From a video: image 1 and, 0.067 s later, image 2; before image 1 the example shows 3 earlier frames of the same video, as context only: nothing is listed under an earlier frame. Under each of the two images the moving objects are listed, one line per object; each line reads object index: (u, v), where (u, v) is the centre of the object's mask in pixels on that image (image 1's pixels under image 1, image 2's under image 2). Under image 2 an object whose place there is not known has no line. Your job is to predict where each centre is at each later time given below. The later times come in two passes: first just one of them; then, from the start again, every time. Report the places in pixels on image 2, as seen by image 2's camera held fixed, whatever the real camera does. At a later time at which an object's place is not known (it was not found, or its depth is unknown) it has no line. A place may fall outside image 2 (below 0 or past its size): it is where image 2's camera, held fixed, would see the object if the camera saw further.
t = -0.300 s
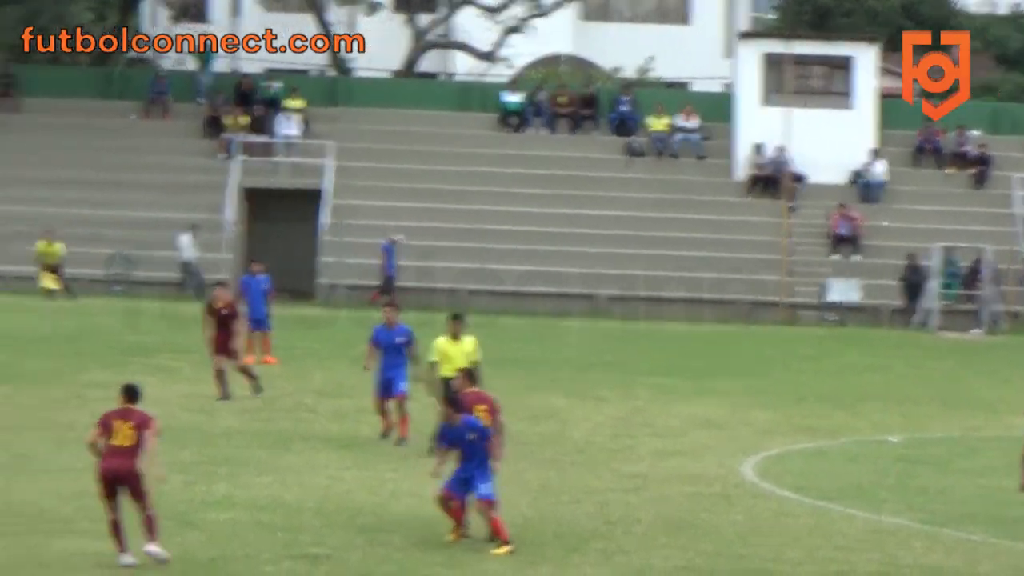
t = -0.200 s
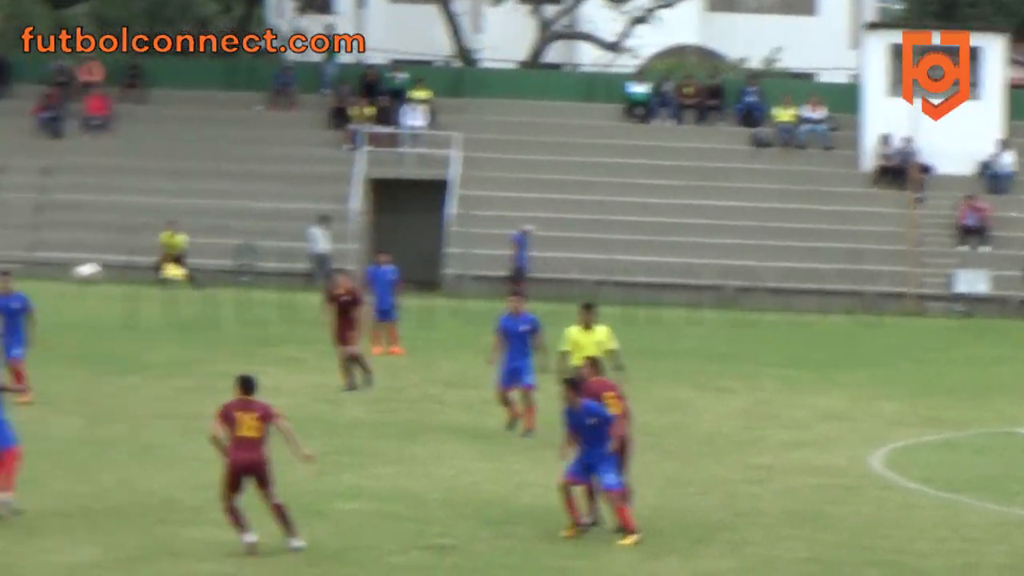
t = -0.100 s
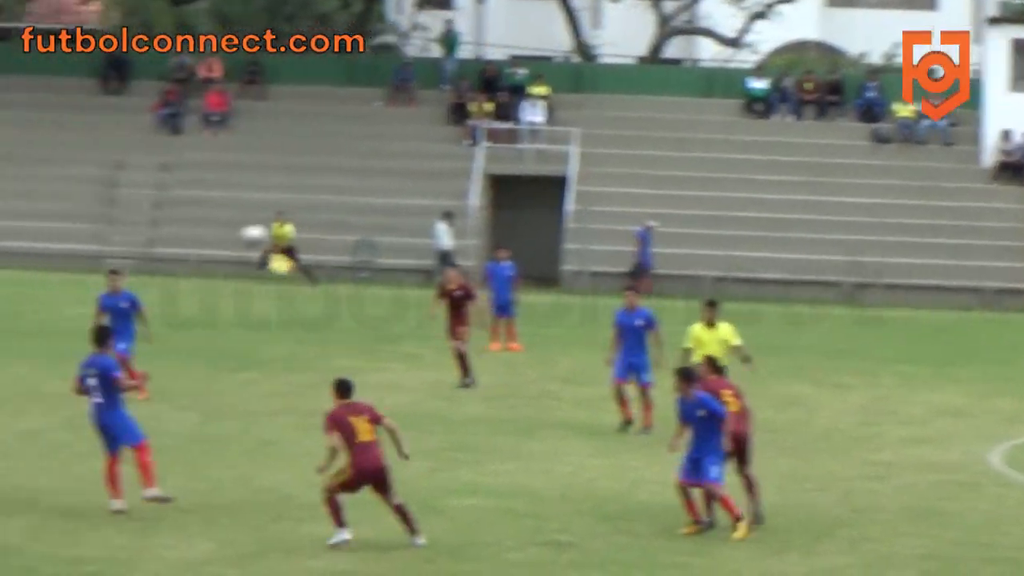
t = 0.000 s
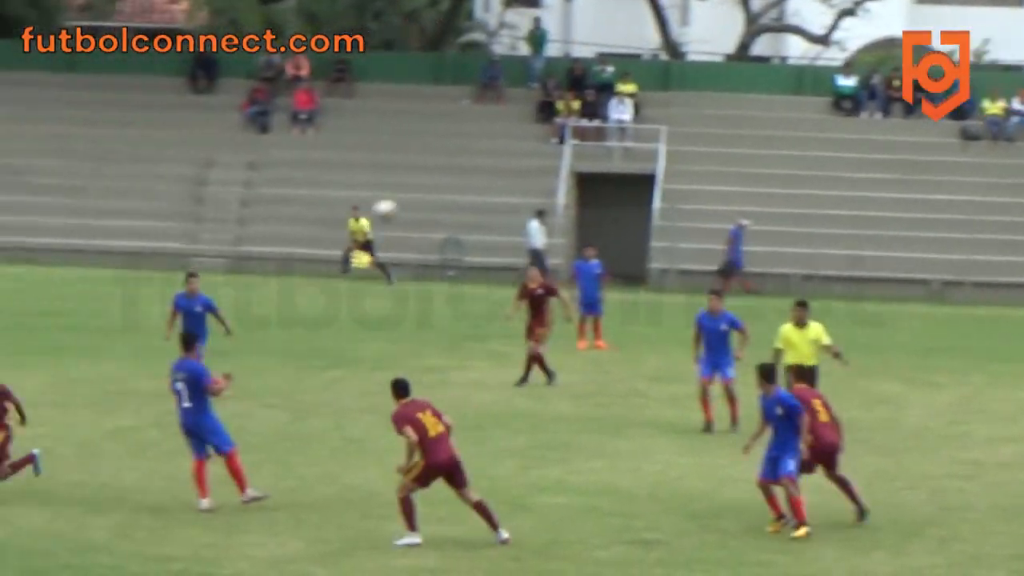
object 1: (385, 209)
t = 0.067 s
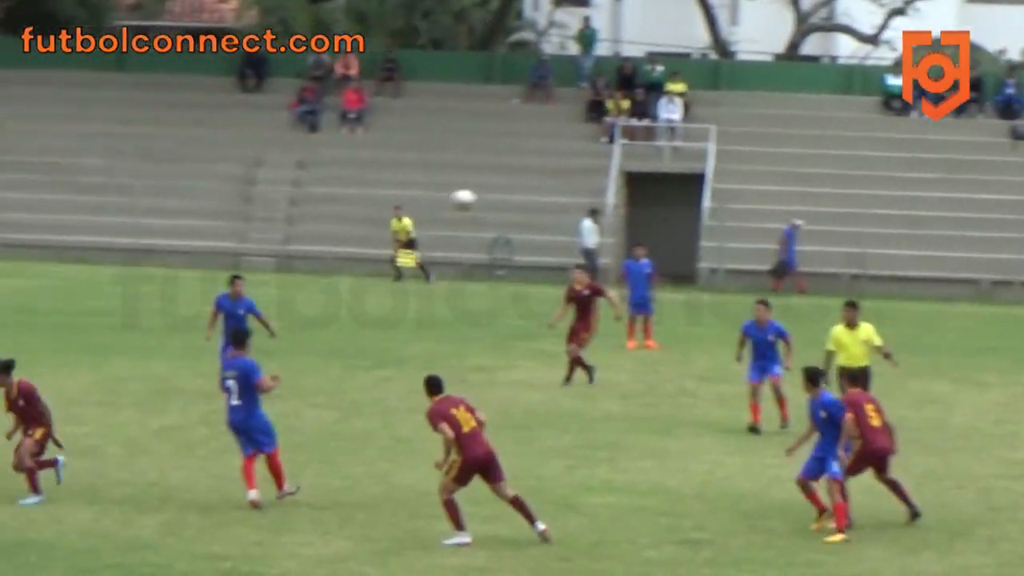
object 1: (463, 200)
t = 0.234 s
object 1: (537, 195)
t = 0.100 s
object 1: (478, 203)
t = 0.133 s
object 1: (498, 200)
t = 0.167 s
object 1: (509, 199)
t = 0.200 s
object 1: (525, 195)
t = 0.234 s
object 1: (537, 195)
